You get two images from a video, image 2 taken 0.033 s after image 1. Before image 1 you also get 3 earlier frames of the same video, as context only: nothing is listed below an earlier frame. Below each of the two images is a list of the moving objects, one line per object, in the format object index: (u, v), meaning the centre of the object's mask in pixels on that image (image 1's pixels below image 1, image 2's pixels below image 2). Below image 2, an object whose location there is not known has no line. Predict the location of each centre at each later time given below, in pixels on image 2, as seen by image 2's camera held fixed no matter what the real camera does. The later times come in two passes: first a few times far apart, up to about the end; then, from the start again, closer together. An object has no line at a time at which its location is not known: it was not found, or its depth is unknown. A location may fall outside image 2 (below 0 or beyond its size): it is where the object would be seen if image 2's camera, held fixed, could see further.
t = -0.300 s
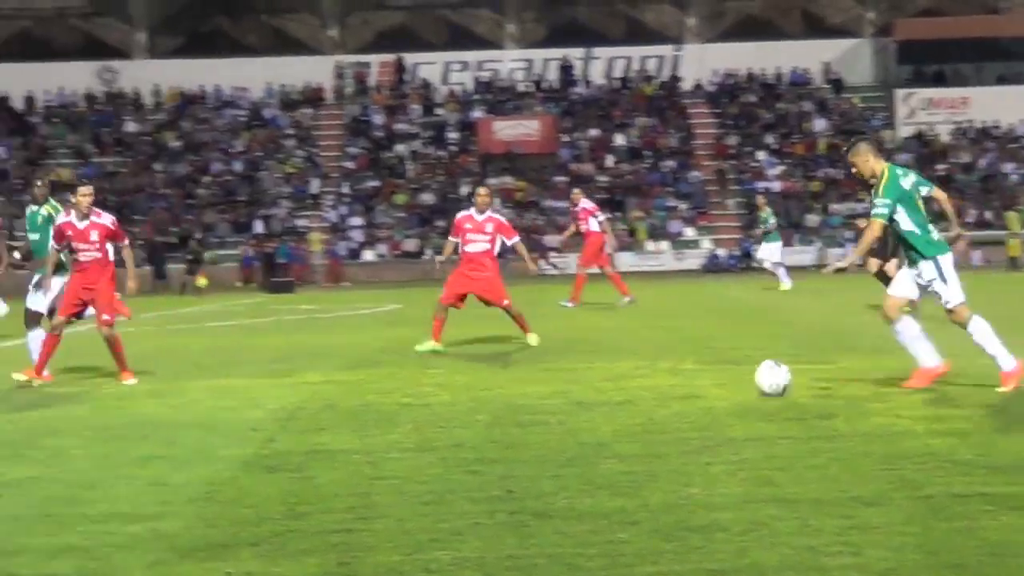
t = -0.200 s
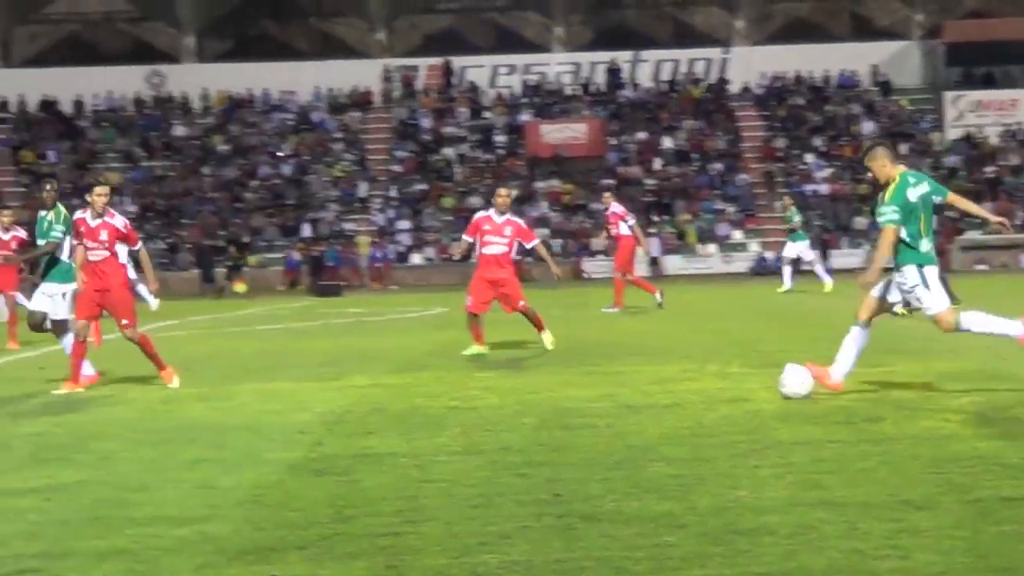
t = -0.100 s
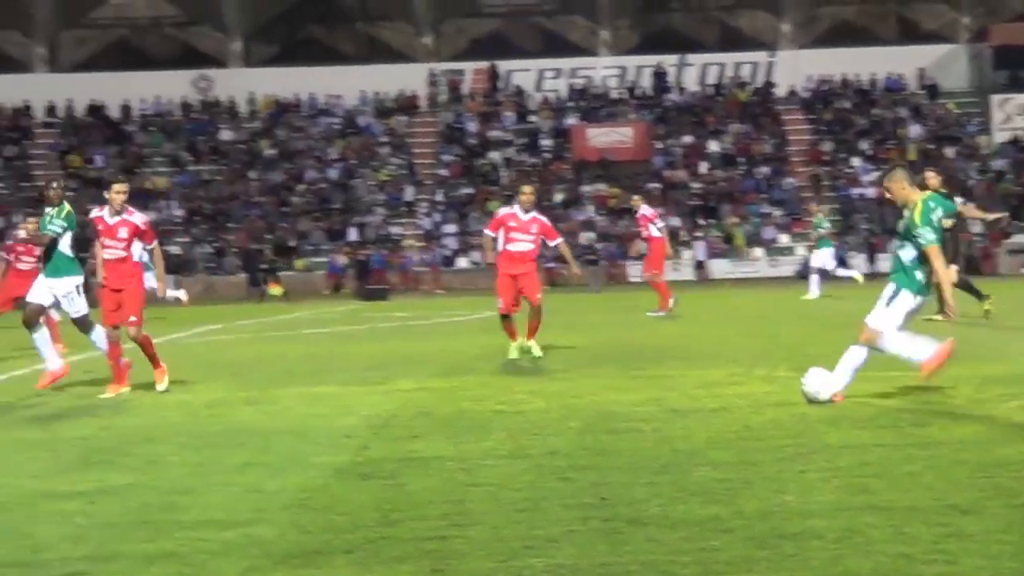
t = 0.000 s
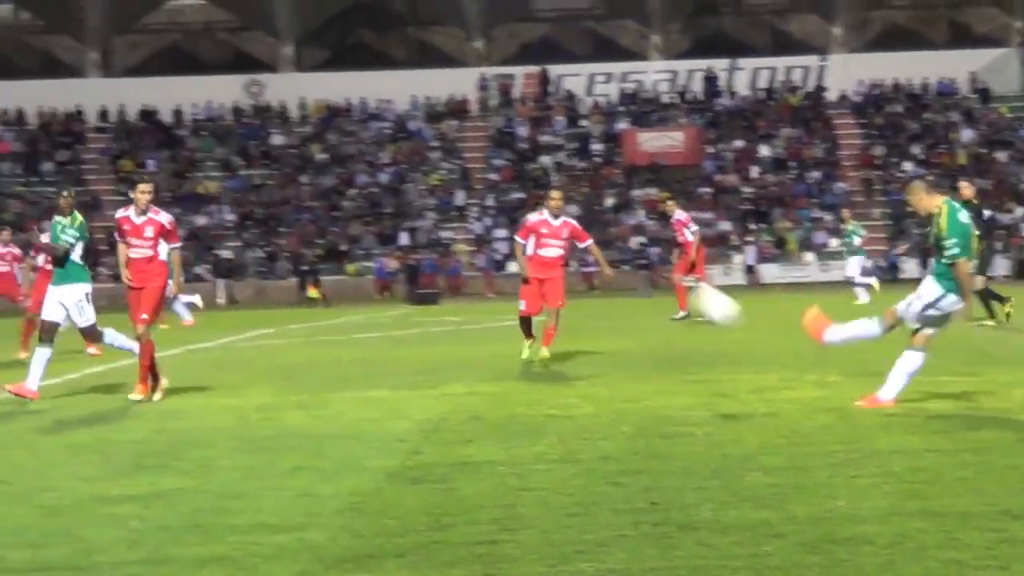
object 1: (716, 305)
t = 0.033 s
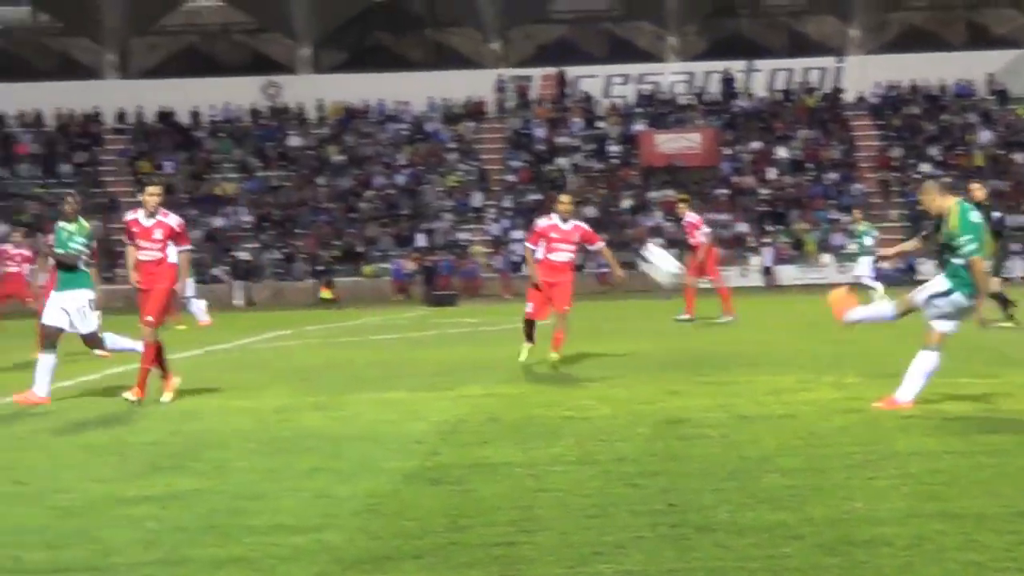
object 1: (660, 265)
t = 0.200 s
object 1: (373, 107)
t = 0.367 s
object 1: (177, 15)
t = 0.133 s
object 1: (475, 161)
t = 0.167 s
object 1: (423, 133)
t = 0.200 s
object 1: (373, 107)
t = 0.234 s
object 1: (329, 84)
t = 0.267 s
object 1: (287, 64)
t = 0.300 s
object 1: (248, 47)
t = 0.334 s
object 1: (211, 30)
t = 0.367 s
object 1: (177, 15)
